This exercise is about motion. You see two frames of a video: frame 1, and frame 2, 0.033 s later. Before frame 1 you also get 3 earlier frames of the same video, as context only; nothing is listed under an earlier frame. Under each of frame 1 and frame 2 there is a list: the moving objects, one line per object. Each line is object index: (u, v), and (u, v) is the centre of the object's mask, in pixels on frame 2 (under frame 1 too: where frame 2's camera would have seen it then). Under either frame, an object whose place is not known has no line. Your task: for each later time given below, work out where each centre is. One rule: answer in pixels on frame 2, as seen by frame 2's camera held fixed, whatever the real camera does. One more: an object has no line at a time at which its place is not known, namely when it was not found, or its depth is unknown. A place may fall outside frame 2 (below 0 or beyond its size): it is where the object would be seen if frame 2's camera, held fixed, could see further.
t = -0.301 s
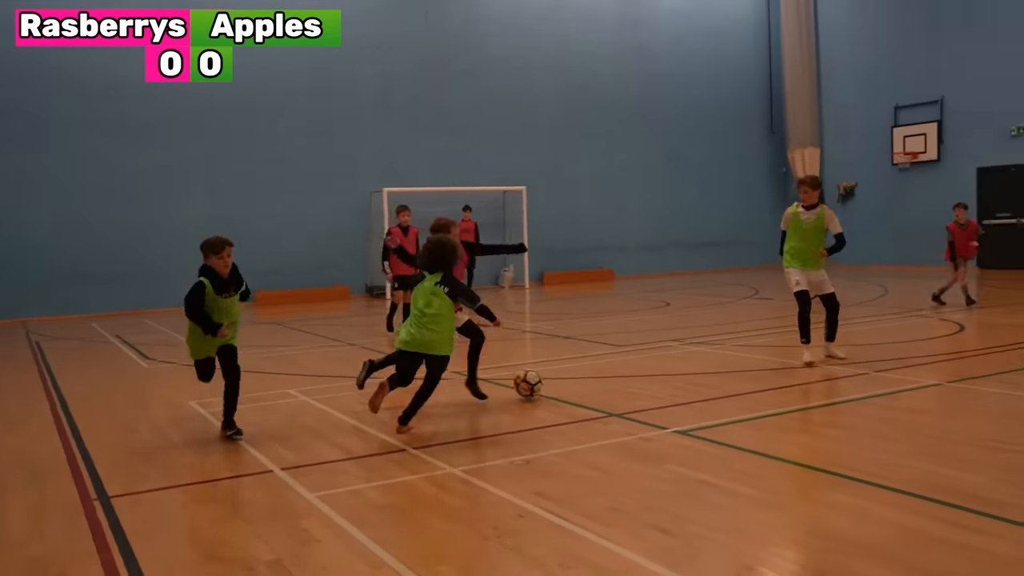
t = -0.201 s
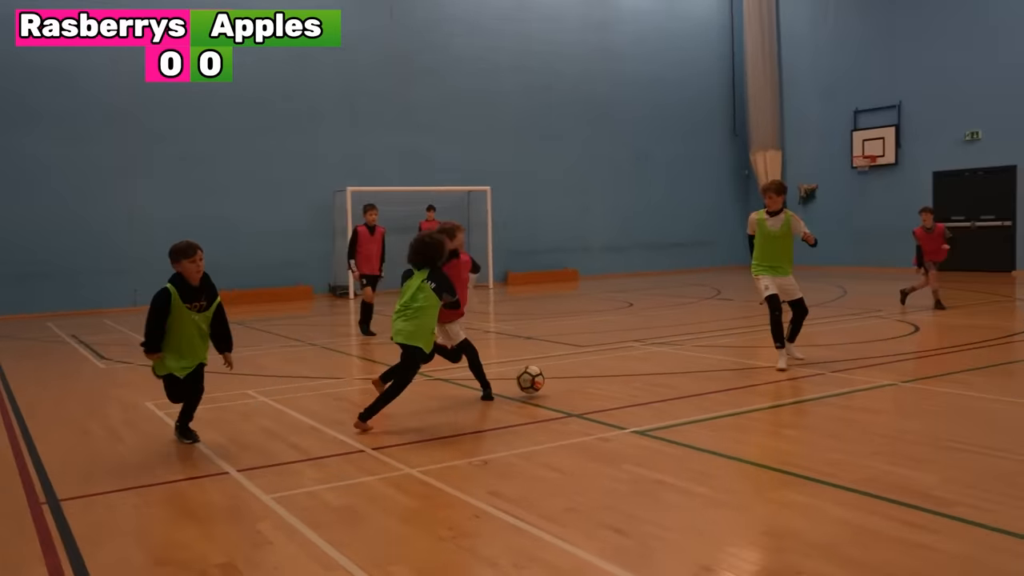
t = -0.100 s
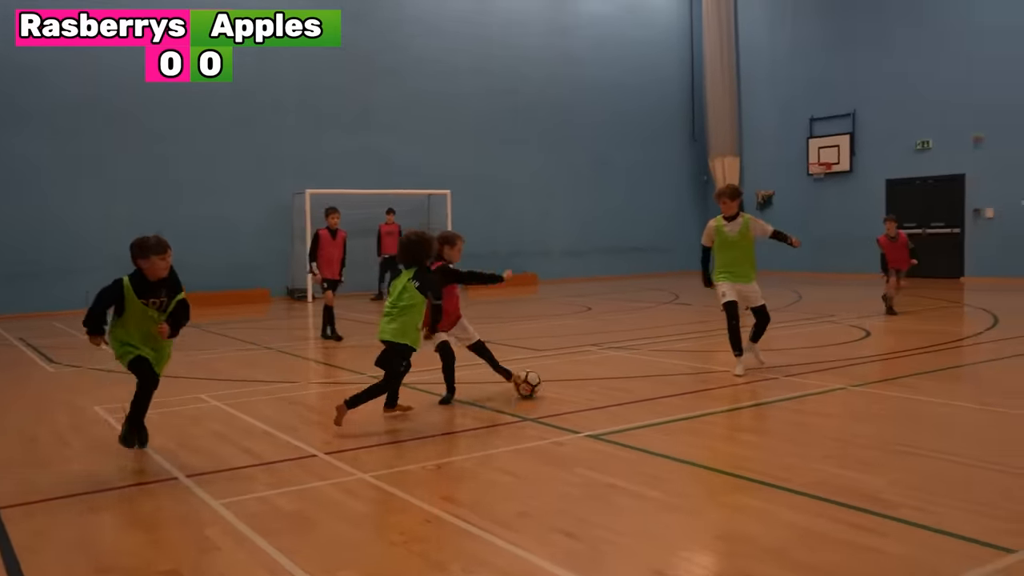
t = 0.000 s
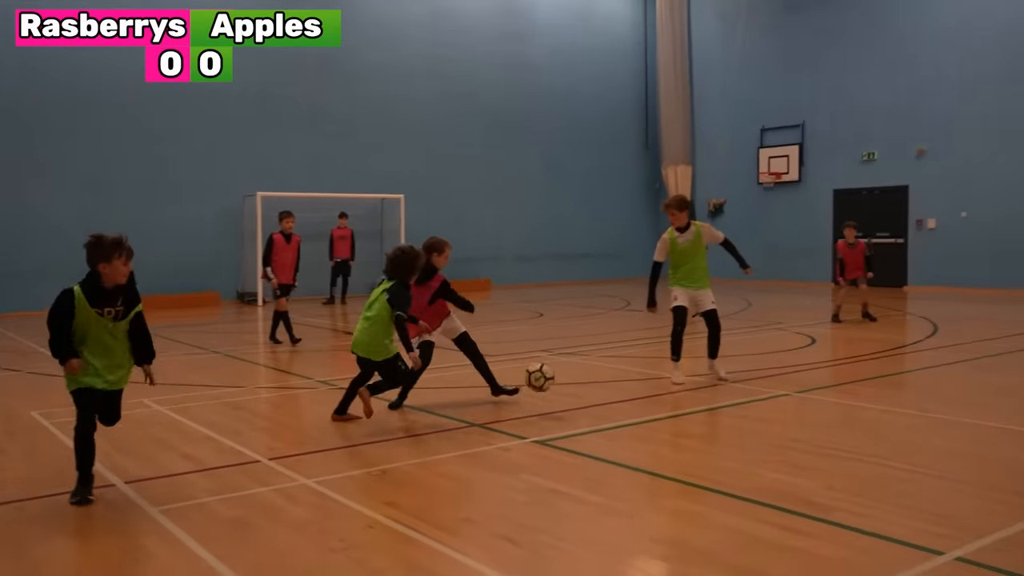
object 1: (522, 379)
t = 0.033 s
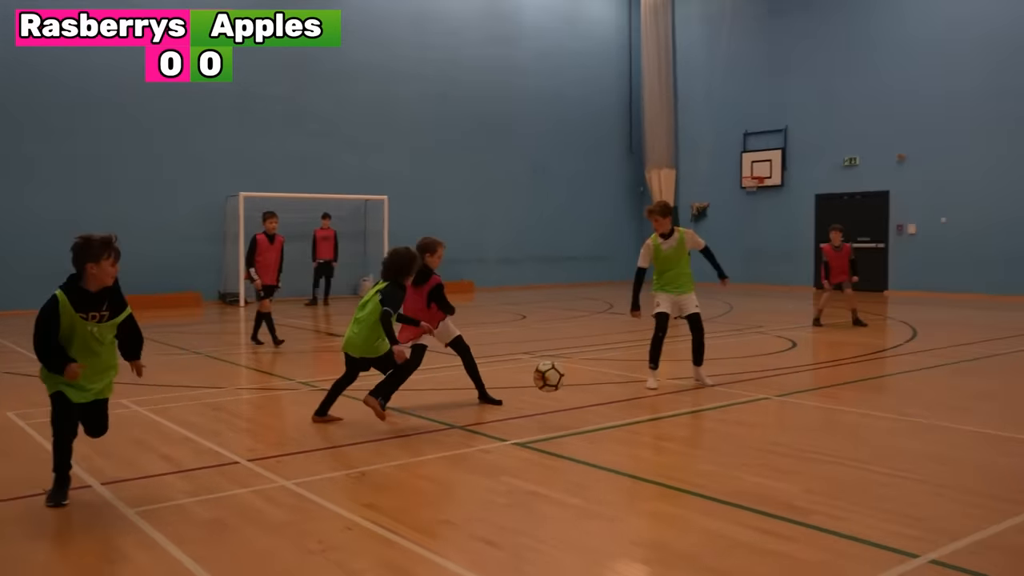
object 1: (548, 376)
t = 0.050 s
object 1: (562, 376)
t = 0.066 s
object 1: (578, 375)
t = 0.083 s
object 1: (593, 374)
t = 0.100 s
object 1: (609, 375)
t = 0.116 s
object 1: (625, 375)
